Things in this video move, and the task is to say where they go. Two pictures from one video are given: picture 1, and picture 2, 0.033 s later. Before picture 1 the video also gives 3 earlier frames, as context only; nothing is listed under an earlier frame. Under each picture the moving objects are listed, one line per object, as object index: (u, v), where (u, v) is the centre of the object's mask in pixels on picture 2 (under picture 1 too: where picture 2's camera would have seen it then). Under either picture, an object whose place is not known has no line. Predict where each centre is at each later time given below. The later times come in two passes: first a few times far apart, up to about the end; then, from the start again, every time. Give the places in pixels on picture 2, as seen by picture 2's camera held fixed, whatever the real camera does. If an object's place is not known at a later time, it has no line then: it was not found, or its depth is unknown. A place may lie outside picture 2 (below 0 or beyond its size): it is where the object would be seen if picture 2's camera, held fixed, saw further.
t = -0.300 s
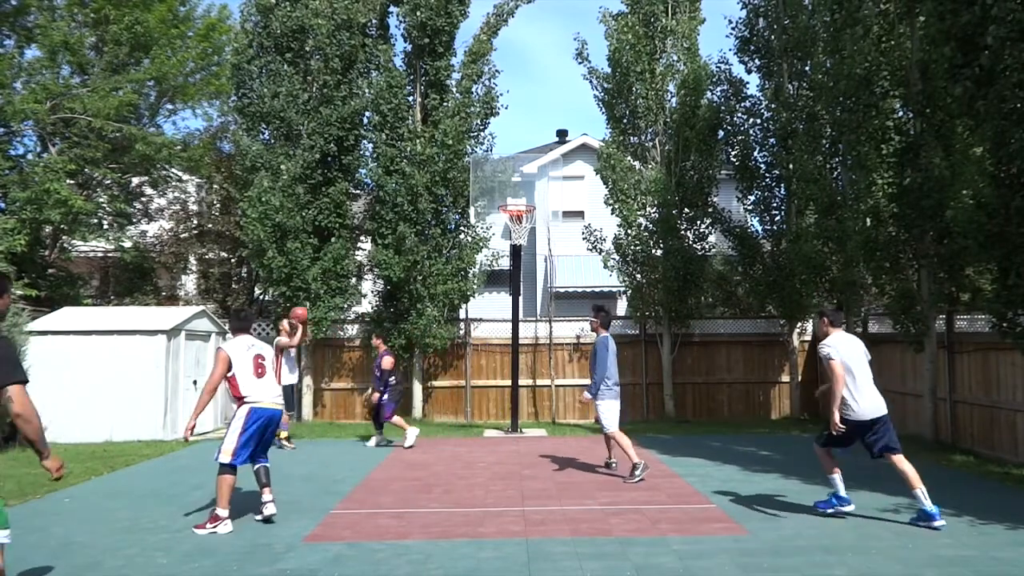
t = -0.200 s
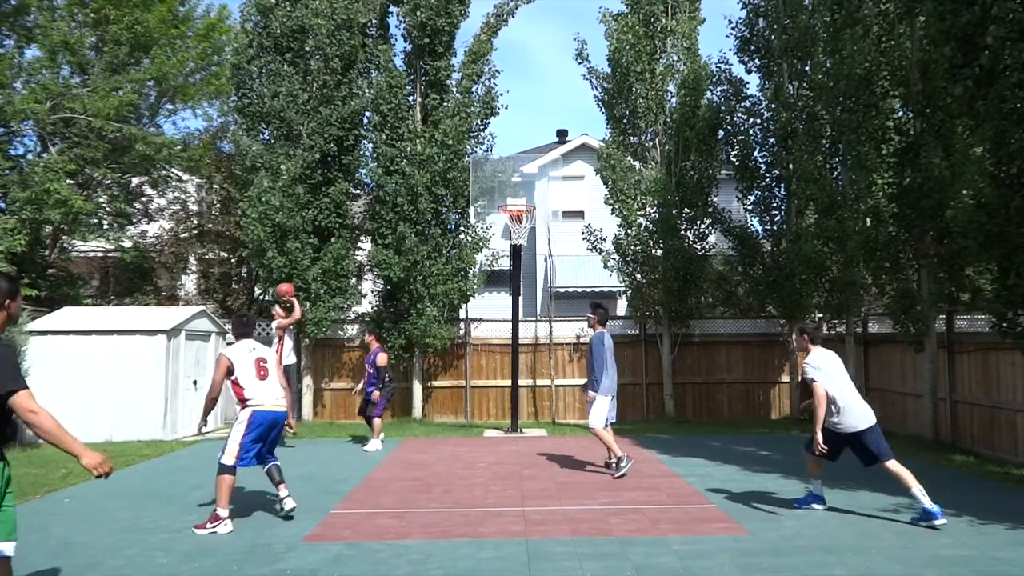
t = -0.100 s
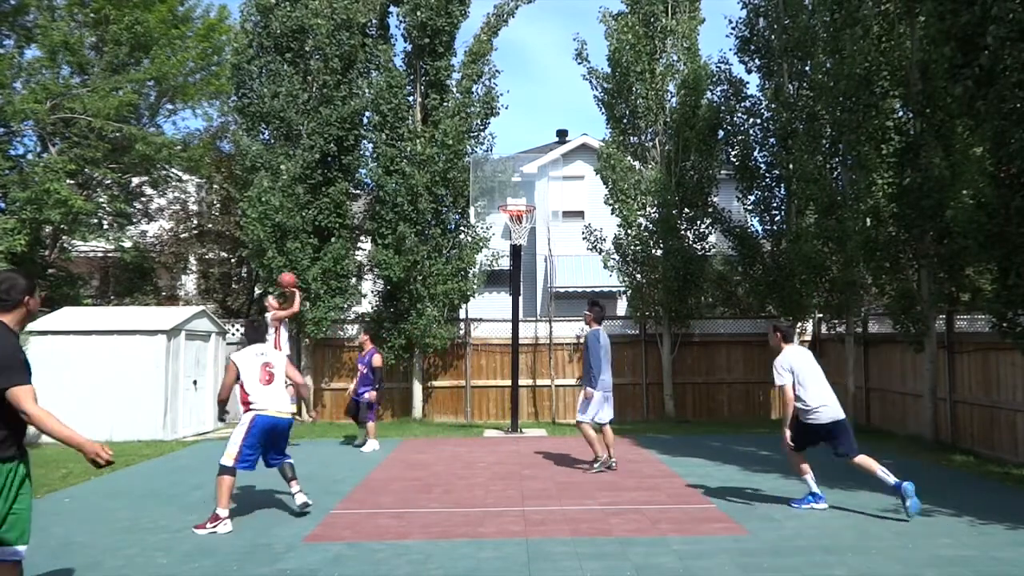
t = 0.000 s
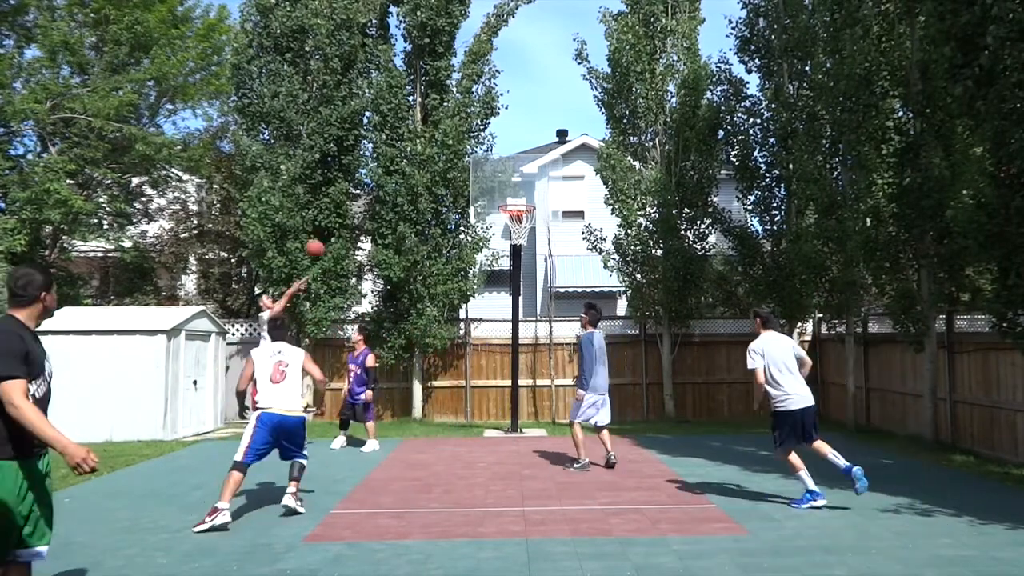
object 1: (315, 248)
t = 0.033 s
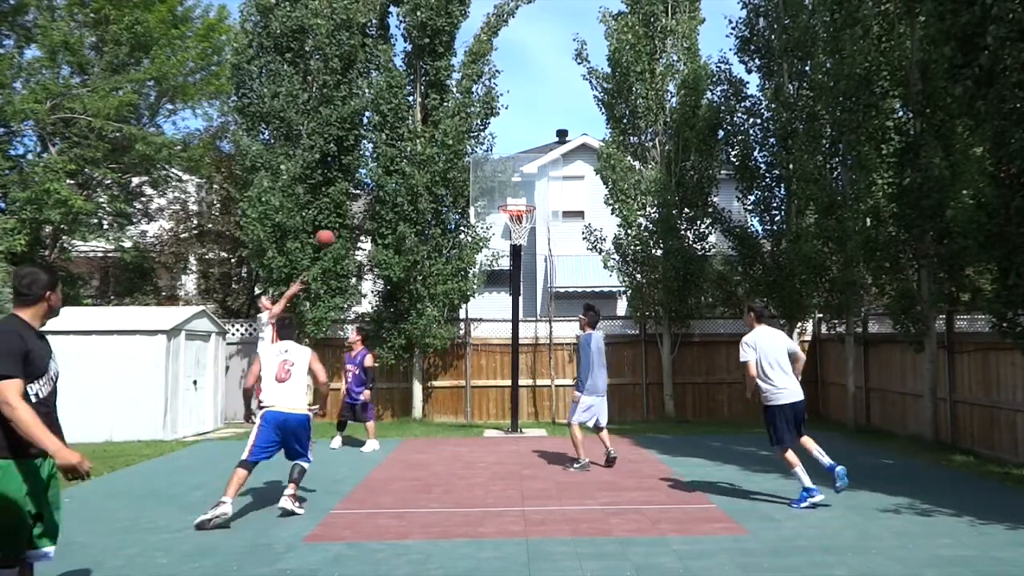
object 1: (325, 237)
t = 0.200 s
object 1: (379, 198)
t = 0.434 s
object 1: (454, 179)
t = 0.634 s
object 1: (516, 195)
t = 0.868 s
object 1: (498, 190)
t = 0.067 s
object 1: (335, 228)
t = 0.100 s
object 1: (347, 220)
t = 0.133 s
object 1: (357, 211)
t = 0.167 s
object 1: (368, 205)
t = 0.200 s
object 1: (379, 198)
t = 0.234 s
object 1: (389, 193)
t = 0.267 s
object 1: (400, 188)
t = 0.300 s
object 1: (411, 185)
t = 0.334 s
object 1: (422, 183)
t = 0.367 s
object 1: (432, 181)
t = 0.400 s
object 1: (443, 179)
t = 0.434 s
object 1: (454, 179)
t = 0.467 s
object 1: (464, 180)
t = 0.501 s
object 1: (475, 181)
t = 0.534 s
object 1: (485, 183)
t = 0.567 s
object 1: (495, 187)
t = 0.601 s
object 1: (506, 190)
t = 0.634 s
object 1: (516, 195)
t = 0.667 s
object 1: (527, 199)
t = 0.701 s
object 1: (525, 198)
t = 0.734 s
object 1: (519, 196)
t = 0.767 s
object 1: (514, 193)
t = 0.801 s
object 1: (508, 191)
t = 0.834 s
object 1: (503, 190)
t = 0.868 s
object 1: (498, 190)
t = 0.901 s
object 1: (493, 190)
